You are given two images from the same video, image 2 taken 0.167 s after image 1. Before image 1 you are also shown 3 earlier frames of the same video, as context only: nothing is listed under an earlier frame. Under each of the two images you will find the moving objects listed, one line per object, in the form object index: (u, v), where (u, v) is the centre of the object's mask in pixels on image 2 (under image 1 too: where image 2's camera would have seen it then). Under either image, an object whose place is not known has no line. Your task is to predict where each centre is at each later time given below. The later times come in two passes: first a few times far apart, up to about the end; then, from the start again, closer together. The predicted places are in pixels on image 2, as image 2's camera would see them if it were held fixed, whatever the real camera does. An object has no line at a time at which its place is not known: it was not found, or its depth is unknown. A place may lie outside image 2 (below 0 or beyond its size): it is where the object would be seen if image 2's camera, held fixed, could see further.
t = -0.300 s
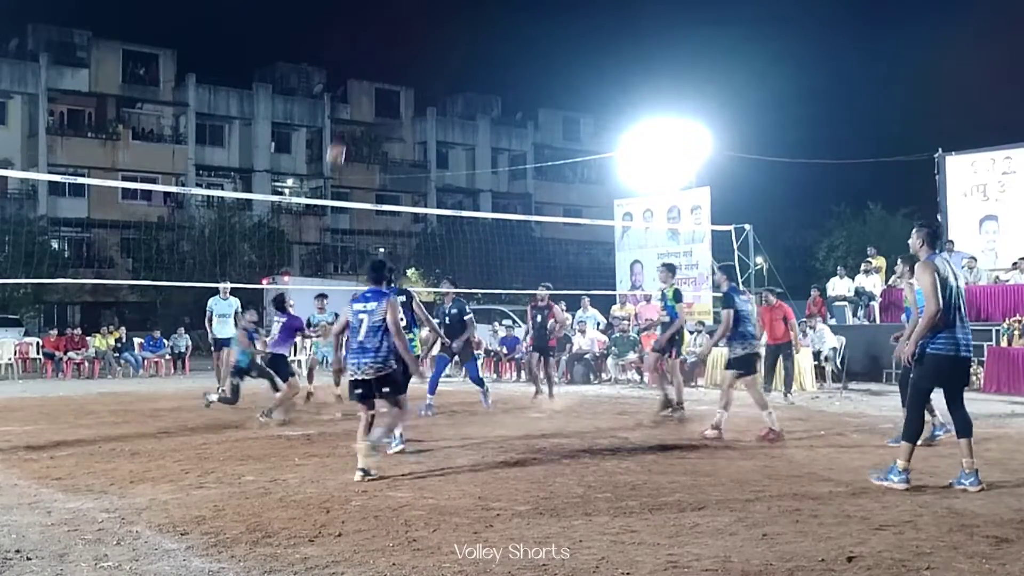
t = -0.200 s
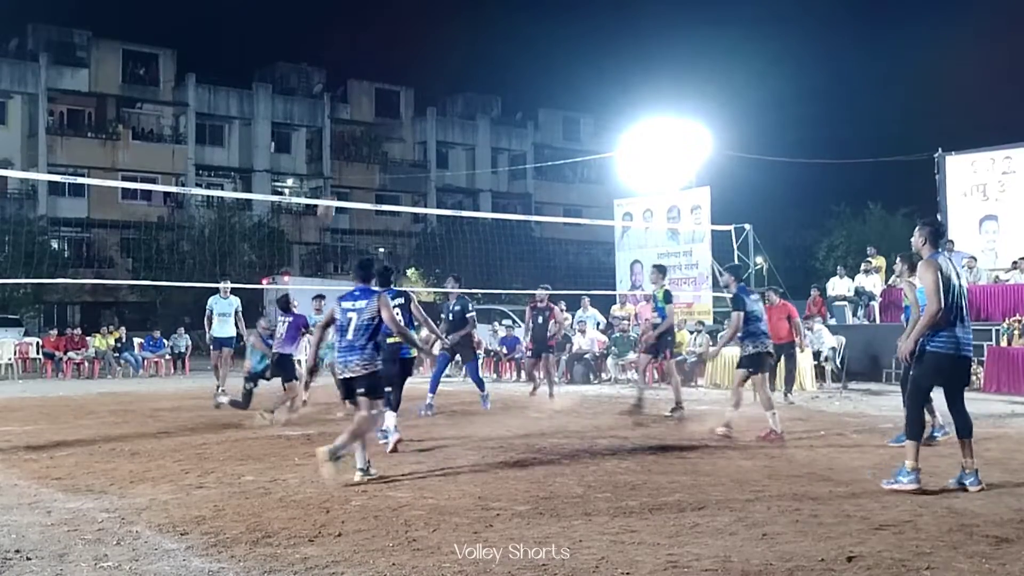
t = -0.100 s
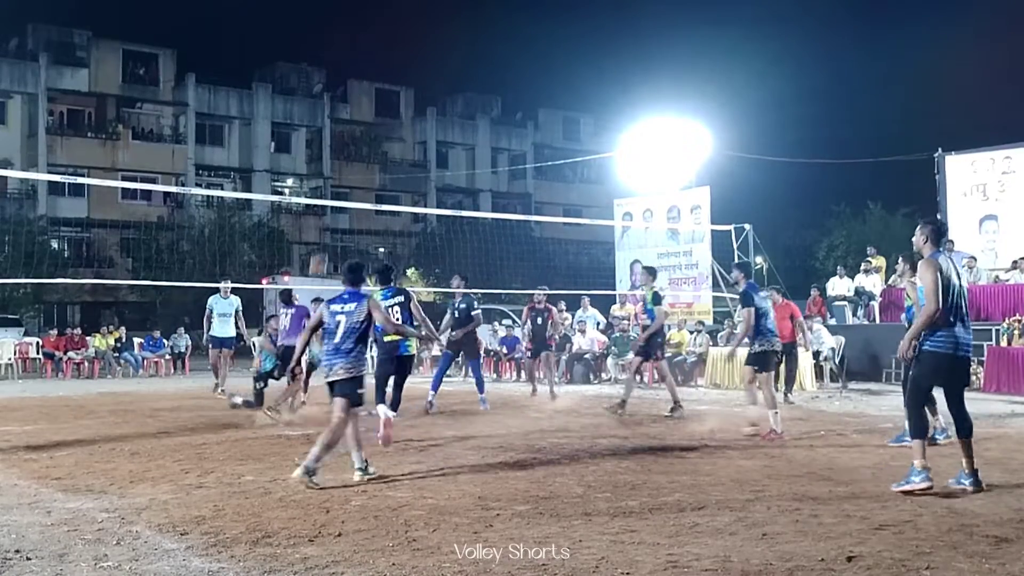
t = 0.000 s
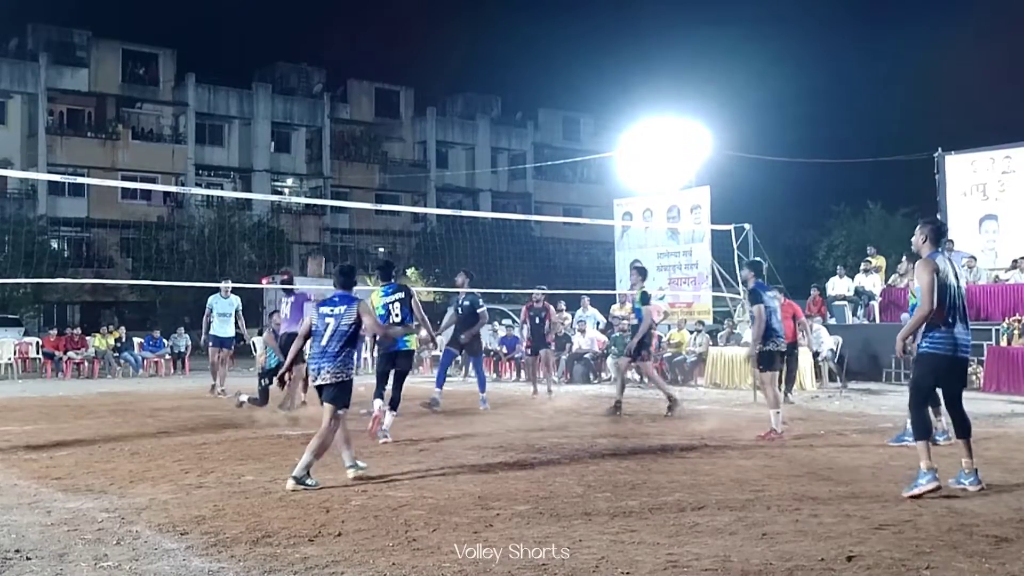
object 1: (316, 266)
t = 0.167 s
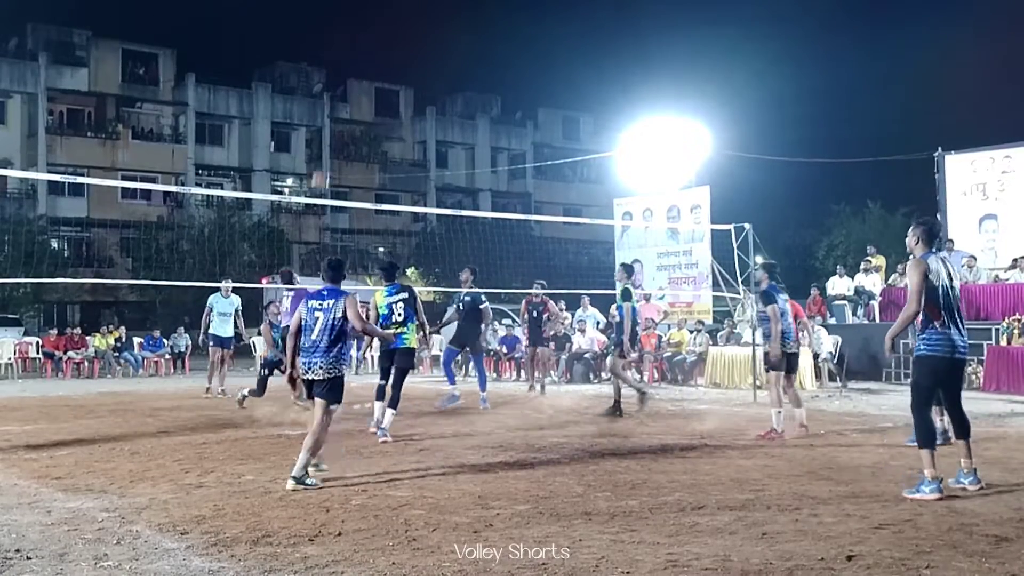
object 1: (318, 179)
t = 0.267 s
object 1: (320, 140)
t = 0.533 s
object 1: (328, 72)
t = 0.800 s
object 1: (332, 57)
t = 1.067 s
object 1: (336, 91)
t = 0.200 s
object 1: (319, 165)
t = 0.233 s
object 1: (321, 152)
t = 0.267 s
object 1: (320, 140)
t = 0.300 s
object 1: (322, 127)
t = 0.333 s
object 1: (323, 117)
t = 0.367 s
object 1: (323, 107)
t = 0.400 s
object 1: (324, 98)
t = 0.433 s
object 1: (326, 91)
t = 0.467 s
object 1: (327, 84)
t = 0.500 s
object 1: (327, 77)
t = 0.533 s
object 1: (328, 72)
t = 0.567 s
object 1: (329, 67)
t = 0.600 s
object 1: (329, 63)
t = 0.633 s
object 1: (330, 60)
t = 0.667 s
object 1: (330, 58)
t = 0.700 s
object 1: (331, 57)
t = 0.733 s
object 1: (331, 56)
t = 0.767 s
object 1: (332, 56)
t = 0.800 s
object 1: (332, 57)
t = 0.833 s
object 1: (333, 59)
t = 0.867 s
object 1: (333, 61)
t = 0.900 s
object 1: (334, 64)
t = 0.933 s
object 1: (334, 68)
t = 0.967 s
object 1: (335, 73)
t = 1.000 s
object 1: (335, 78)
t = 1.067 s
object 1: (336, 91)
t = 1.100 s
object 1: (337, 98)
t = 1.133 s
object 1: (337, 106)
